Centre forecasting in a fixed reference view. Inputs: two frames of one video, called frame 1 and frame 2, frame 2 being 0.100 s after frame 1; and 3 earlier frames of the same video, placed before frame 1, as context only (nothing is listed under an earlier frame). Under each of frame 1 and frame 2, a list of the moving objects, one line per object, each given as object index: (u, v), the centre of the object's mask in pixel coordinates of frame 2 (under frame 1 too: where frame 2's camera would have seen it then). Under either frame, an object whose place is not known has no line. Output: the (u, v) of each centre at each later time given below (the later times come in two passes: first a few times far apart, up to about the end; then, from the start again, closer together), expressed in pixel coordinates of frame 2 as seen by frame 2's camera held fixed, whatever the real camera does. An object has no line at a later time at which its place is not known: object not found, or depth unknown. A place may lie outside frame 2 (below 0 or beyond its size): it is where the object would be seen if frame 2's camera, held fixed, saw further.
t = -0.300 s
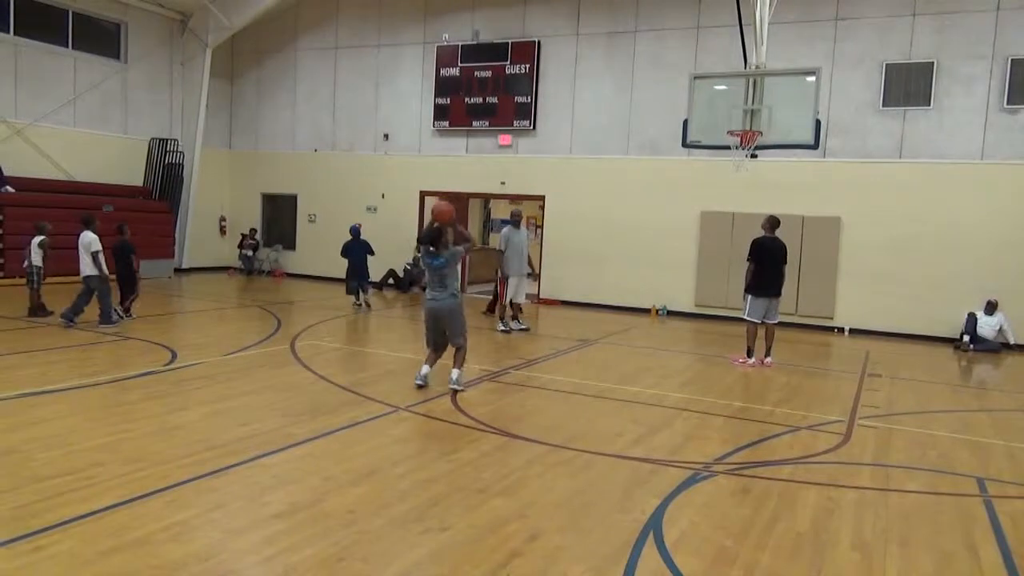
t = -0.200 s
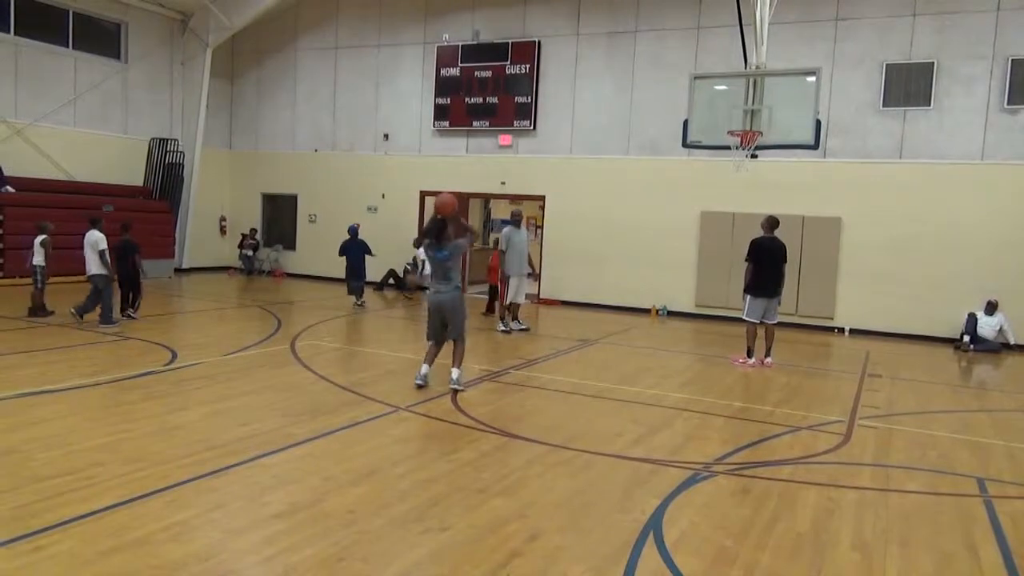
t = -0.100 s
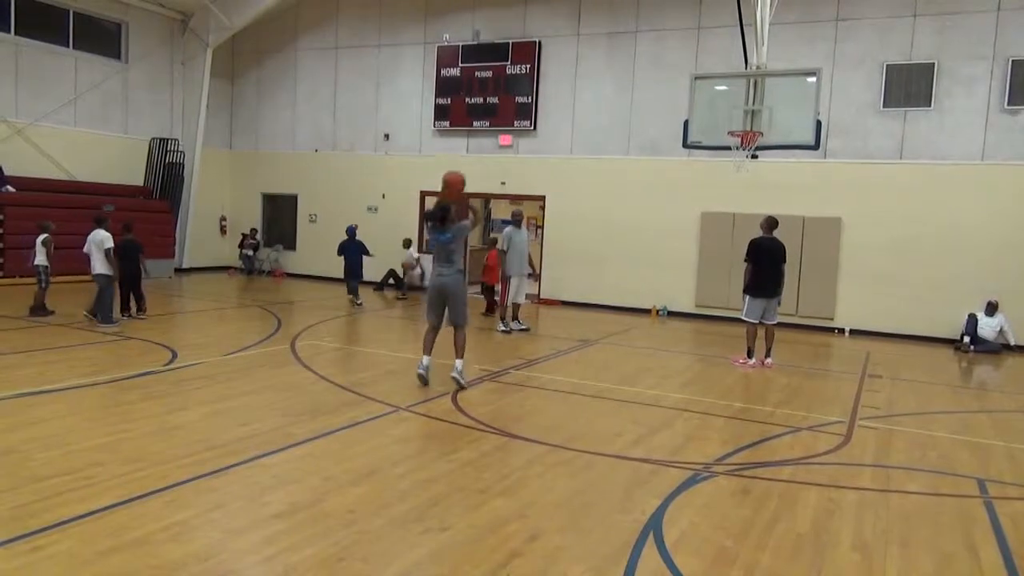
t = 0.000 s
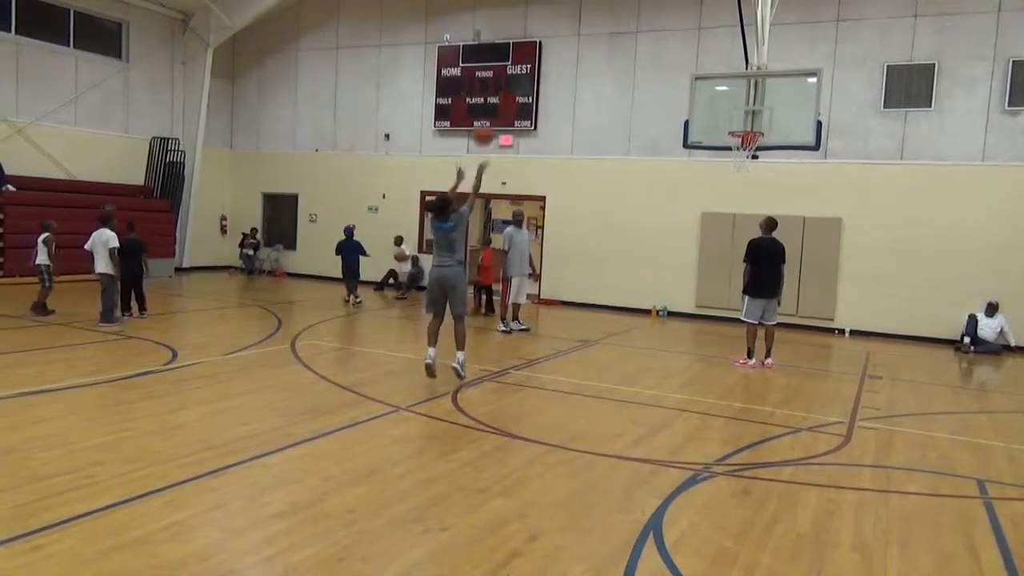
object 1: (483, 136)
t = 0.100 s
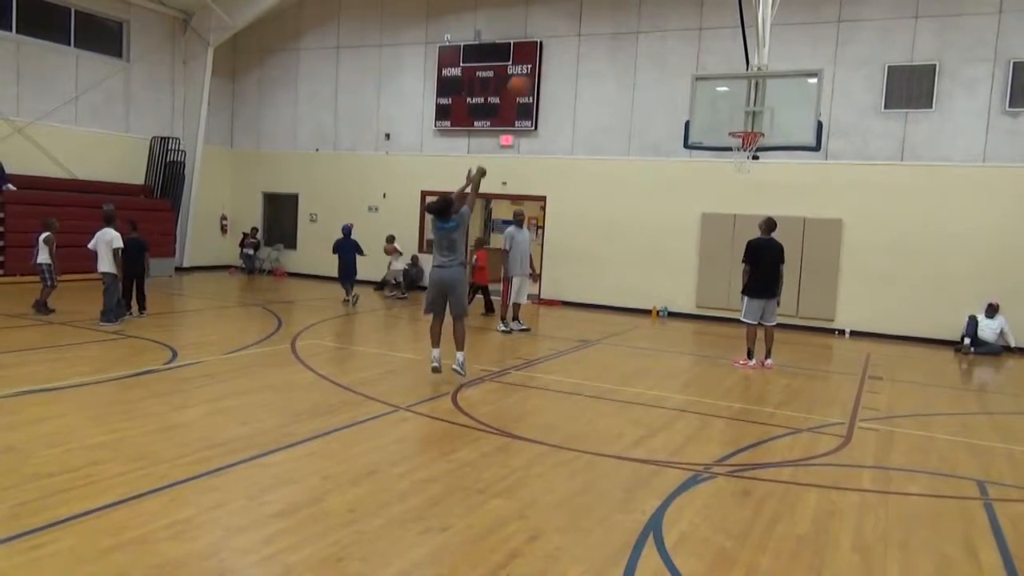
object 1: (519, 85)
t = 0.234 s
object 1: (561, 43)
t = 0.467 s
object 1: (626, 10)
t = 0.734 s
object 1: (685, 30)
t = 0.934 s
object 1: (720, 77)
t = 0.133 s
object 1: (530, 73)
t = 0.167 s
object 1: (541, 62)
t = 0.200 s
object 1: (552, 52)
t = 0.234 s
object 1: (561, 43)
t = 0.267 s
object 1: (571, 35)
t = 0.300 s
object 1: (582, 29)
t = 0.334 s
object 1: (590, 23)
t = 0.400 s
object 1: (609, 14)
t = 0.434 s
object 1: (617, 11)
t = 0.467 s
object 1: (626, 10)
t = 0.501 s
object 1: (634, 9)
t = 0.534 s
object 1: (642, 9)
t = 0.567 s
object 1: (649, 10)
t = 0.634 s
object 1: (664, 16)
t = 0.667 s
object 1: (672, 20)
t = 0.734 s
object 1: (685, 30)
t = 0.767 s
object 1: (691, 36)
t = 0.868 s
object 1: (709, 59)
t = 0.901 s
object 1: (715, 68)
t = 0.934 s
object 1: (720, 77)
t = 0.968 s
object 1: (726, 87)
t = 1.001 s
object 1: (731, 97)
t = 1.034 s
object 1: (735, 108)
